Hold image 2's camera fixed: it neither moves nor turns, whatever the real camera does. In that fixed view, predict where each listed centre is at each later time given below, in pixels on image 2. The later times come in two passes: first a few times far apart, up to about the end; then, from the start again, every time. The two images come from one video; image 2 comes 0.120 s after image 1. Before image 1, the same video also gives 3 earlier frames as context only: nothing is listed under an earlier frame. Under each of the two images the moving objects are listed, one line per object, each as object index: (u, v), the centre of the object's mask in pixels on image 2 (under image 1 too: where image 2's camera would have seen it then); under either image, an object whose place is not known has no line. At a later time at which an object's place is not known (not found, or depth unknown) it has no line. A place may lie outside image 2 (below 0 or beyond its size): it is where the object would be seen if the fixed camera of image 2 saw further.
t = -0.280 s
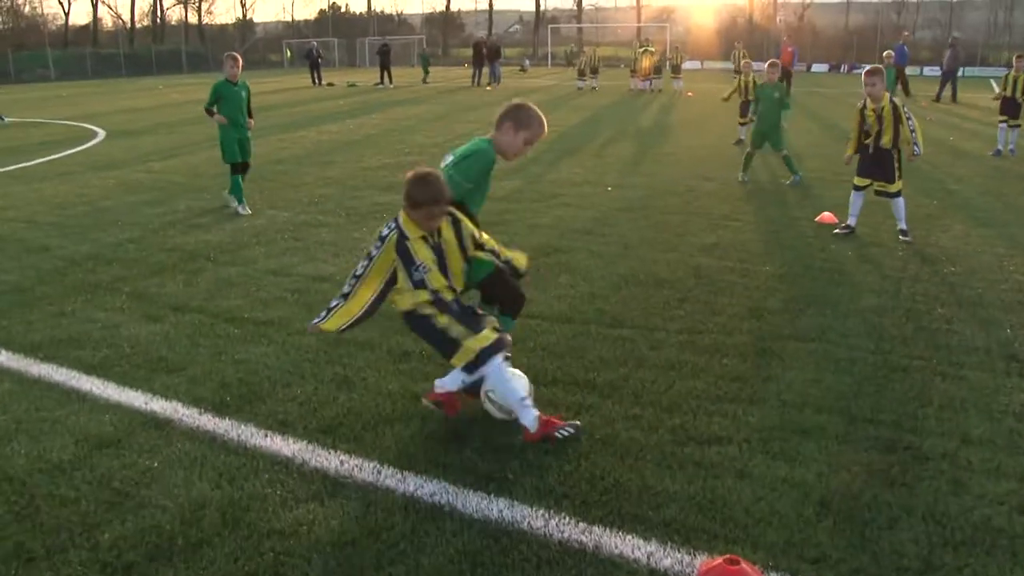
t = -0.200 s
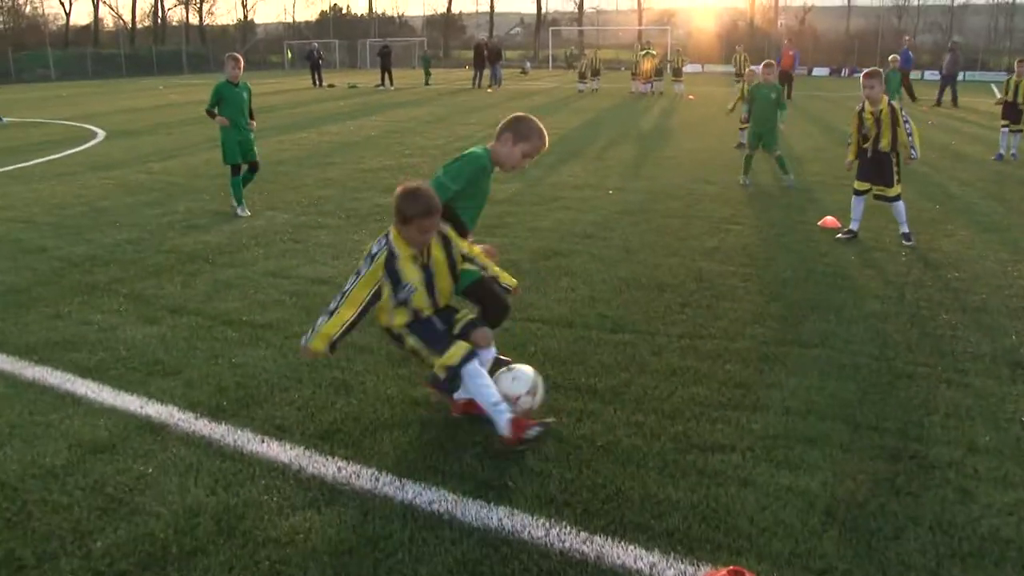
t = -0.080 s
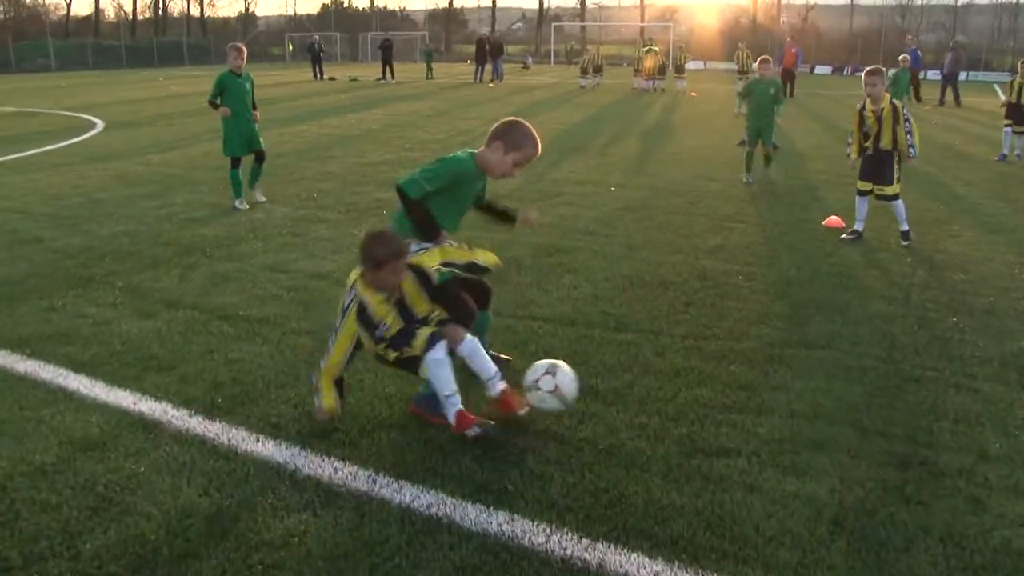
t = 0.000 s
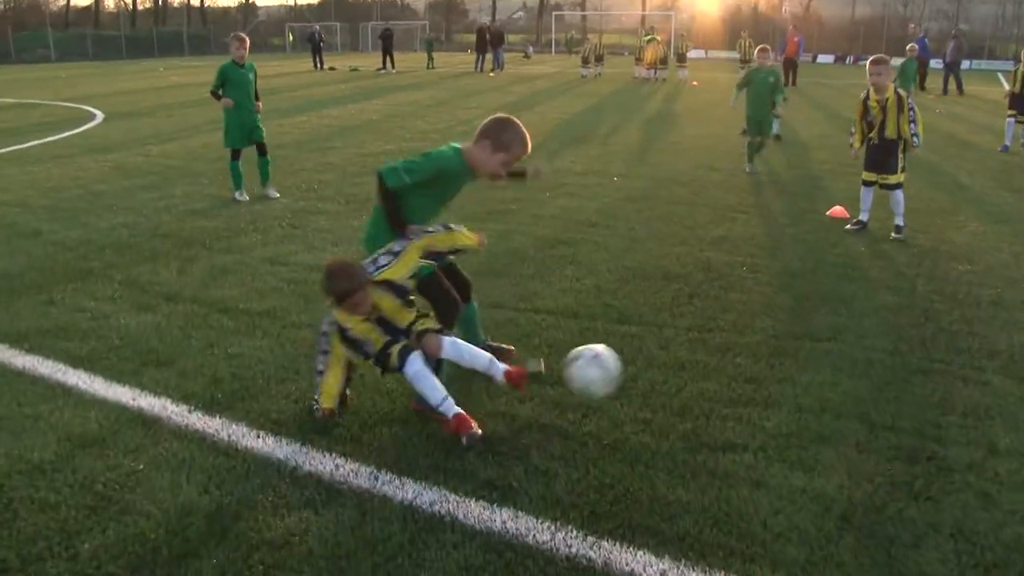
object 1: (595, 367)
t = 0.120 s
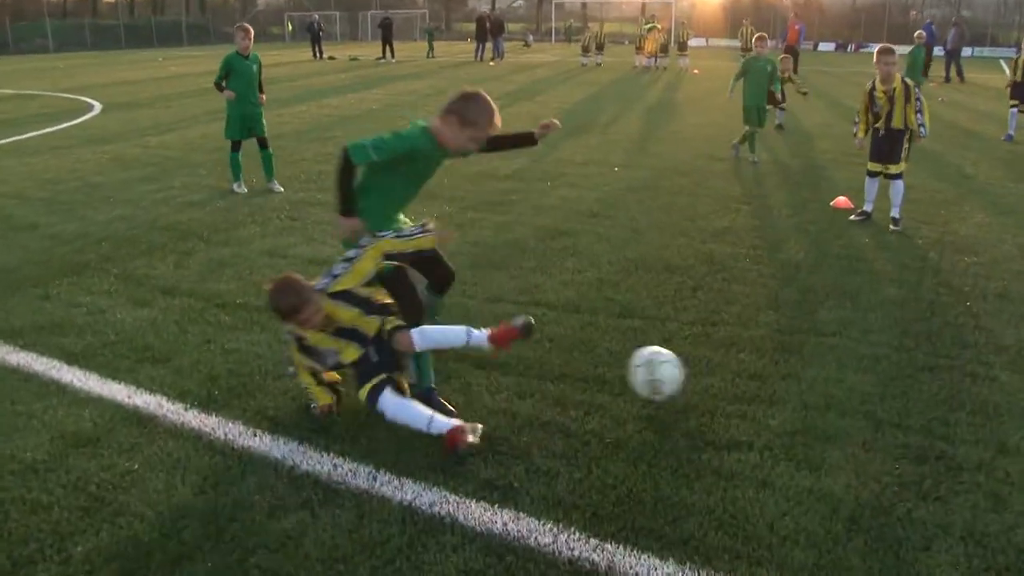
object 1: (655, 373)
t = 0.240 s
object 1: (696, 368)
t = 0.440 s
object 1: (745, 359)
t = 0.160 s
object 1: (674, 381)
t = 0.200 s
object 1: (686, 373)
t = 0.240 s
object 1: (696, 368)
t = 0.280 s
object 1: (706, 367)
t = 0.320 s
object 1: (715, 366)
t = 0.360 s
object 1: (725, 363)
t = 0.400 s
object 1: (735, 361)
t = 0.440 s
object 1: (745, 359)
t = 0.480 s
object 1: (754, 356)
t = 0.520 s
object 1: (763, 354)
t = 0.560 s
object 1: (772, 352)
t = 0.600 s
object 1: (780, 349)
